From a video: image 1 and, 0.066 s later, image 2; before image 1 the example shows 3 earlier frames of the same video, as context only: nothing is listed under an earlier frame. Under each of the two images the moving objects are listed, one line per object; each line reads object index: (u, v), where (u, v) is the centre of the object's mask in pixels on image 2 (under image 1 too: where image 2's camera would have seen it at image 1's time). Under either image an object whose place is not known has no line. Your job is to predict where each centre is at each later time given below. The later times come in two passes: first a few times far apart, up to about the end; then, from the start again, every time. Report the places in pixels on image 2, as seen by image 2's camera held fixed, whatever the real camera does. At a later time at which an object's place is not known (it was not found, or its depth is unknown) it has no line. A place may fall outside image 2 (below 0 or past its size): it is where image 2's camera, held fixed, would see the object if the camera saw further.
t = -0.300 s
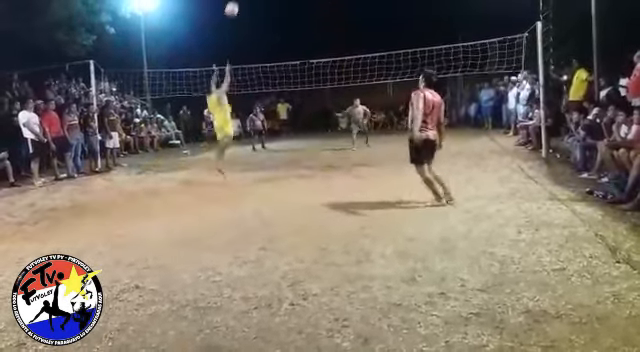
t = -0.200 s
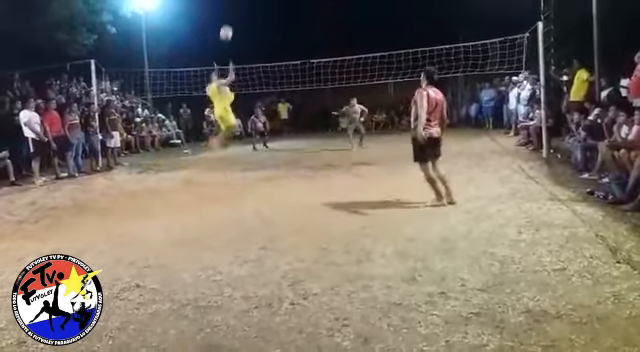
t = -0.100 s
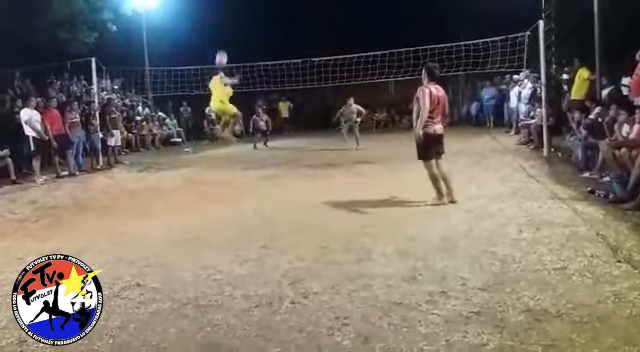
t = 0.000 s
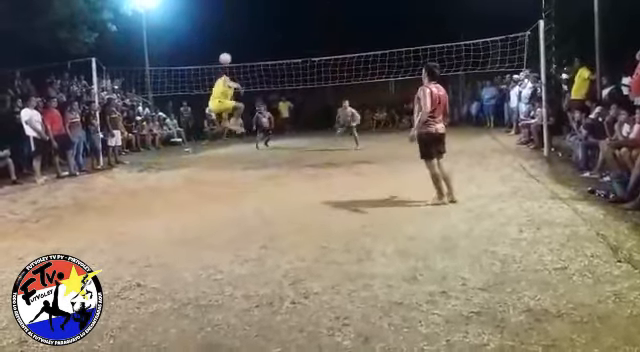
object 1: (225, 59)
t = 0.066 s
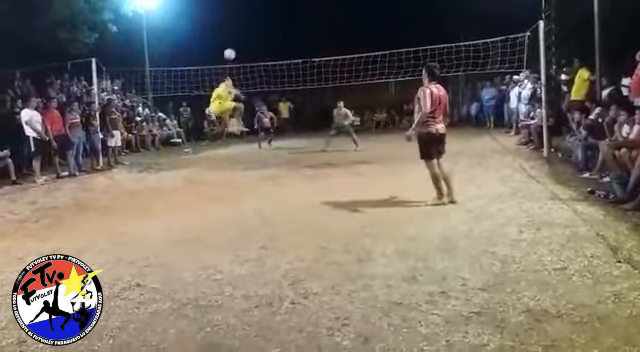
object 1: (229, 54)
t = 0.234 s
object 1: (240, 51)
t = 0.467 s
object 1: (255, 67)
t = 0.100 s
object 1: (231, 52)
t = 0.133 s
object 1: (233, 51)
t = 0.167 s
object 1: (236, 50)
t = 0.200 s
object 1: (238, 51)
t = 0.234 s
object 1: (240, 51)
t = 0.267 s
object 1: (242, 52)
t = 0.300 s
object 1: (244, 53)
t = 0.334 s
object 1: (246, 55)
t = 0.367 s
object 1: (248, 57)
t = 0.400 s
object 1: (250, 60)
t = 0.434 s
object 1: (252, 63)
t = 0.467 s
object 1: (255, 67)
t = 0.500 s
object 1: (256, 71)
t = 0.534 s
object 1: (258, 75)
